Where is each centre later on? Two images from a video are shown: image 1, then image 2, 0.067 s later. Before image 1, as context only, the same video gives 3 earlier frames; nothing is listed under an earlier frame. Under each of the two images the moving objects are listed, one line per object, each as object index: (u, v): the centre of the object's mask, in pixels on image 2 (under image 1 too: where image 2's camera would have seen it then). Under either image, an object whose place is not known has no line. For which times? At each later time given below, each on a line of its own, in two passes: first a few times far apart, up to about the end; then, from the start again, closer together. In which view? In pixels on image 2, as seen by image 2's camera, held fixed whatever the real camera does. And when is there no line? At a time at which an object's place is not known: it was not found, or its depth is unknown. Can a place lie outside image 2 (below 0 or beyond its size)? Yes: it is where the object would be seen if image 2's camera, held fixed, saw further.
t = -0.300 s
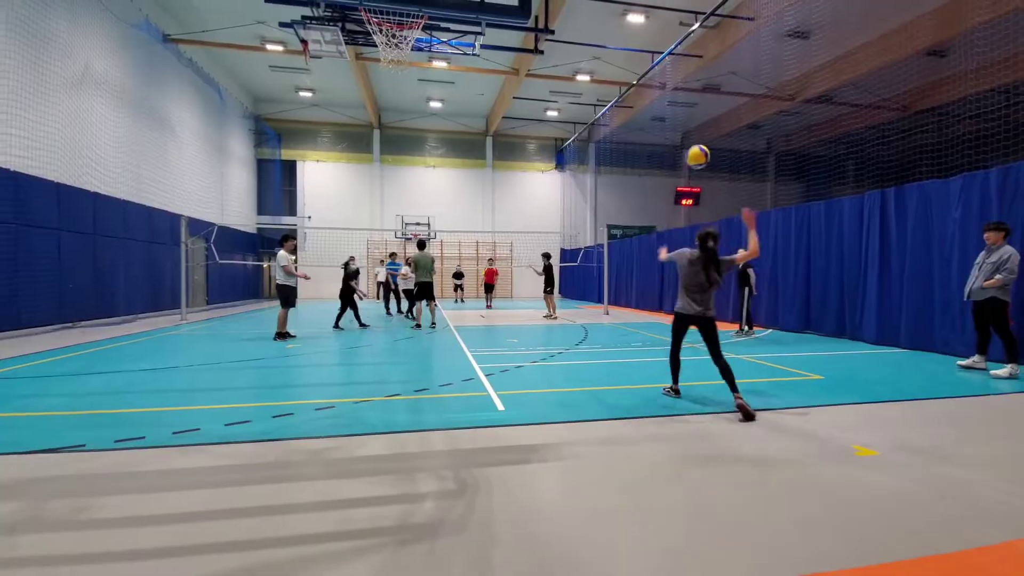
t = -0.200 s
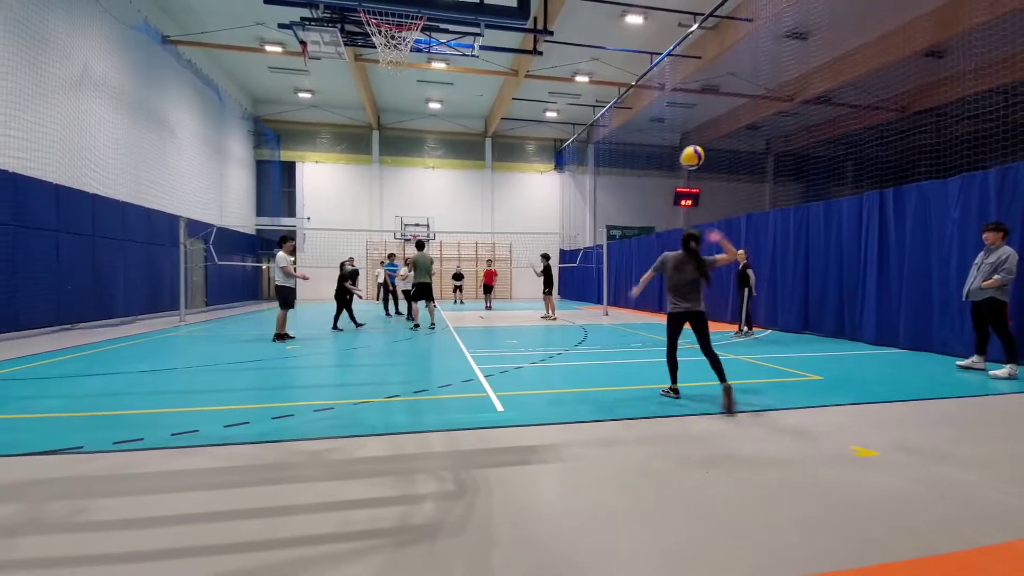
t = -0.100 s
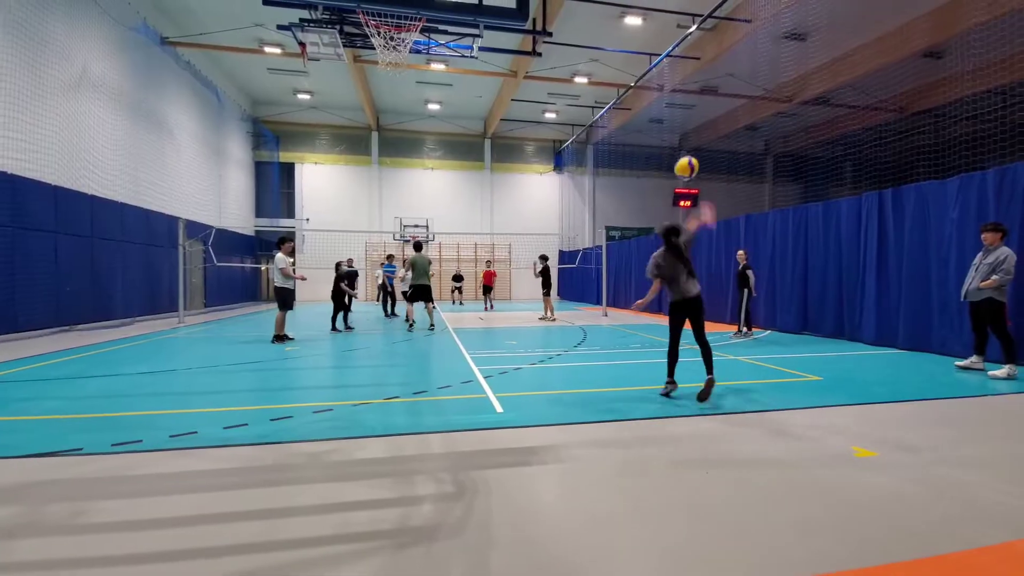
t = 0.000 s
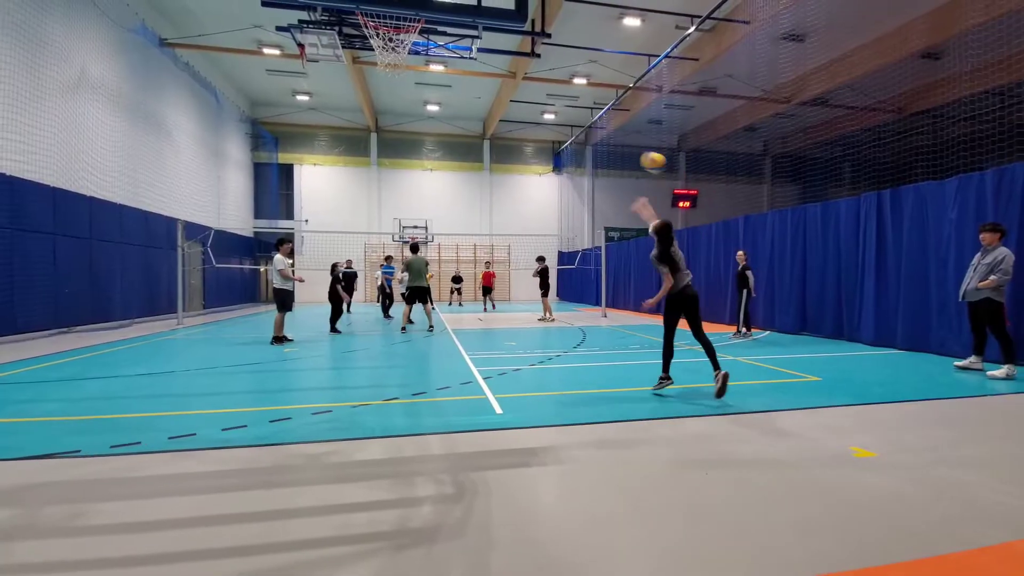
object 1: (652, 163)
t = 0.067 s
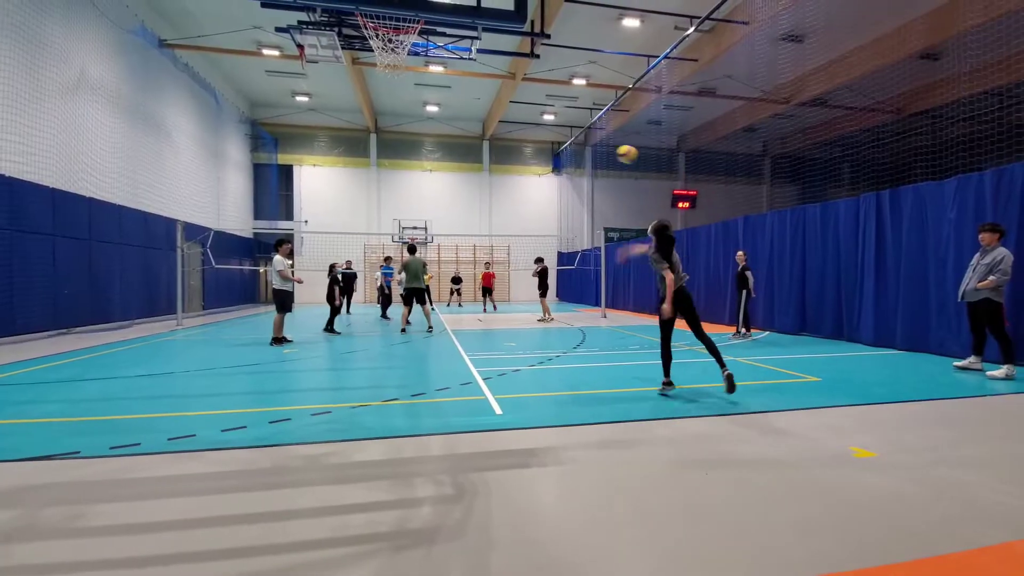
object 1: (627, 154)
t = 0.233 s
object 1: (586, 147)
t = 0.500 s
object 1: (552, 161)
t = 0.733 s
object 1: (536, 187)
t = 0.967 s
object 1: (526, 218)
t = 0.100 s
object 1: (617, 151)
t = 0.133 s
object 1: (607, 149)
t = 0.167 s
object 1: (600, 148)
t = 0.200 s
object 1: (592, 147)
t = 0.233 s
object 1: (586, 147)
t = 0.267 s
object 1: (580, 148)
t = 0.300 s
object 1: (575, 149)
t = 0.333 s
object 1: (570, 150)
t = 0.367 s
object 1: (565, 152)
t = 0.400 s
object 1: (561, 154)
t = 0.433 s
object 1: (558, 156)
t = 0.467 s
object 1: (555, 159)
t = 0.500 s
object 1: (552, 161)
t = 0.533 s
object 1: (549, 163)
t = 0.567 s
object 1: (546, 168)
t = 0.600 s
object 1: (545, 170)
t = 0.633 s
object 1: (542, 175)
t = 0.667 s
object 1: (540, 178)
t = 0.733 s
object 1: (536, 187)
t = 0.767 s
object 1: (534, 190)
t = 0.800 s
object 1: (532, 195)
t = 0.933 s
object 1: (527, 214)
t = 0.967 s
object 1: (526, 218)
